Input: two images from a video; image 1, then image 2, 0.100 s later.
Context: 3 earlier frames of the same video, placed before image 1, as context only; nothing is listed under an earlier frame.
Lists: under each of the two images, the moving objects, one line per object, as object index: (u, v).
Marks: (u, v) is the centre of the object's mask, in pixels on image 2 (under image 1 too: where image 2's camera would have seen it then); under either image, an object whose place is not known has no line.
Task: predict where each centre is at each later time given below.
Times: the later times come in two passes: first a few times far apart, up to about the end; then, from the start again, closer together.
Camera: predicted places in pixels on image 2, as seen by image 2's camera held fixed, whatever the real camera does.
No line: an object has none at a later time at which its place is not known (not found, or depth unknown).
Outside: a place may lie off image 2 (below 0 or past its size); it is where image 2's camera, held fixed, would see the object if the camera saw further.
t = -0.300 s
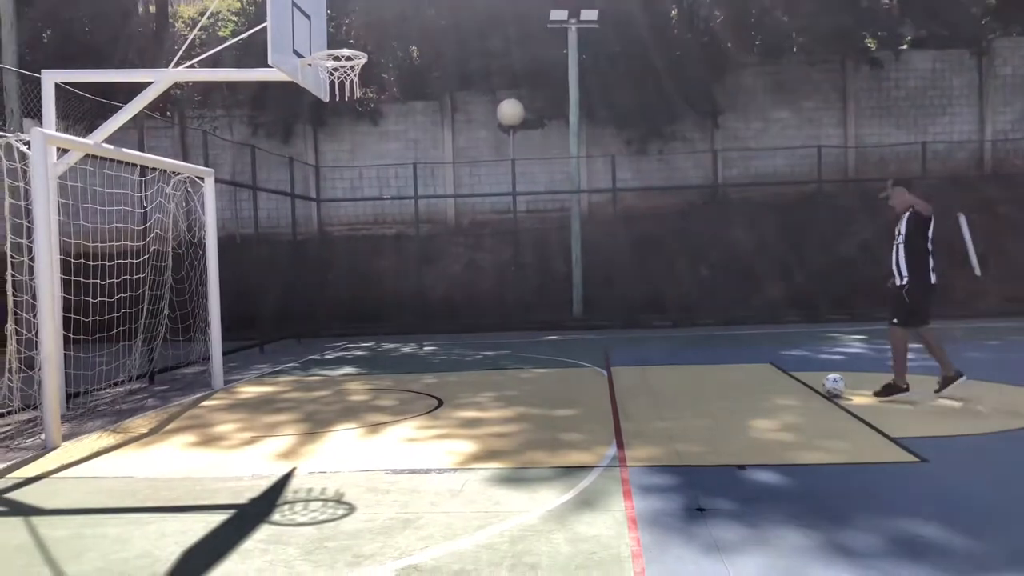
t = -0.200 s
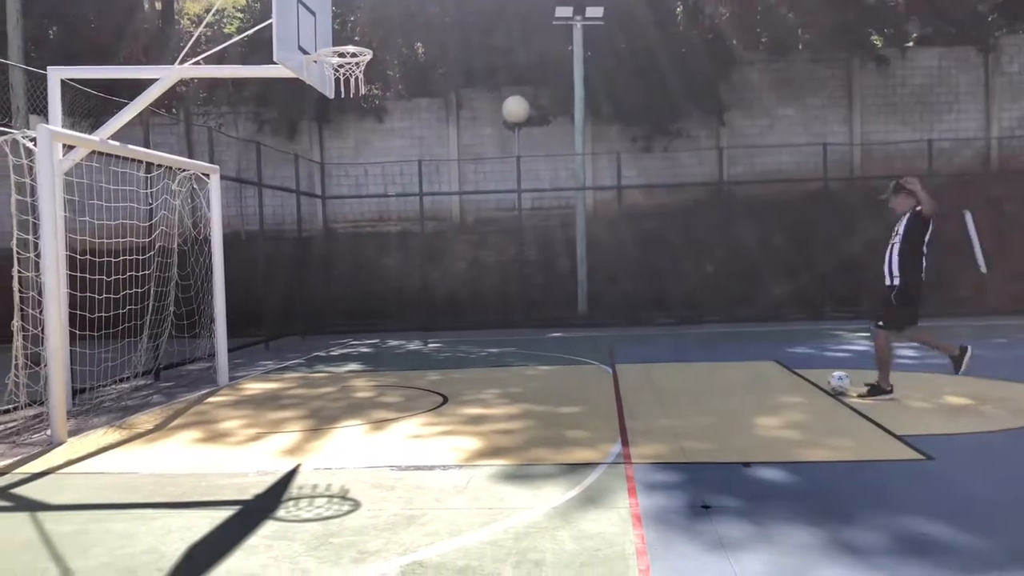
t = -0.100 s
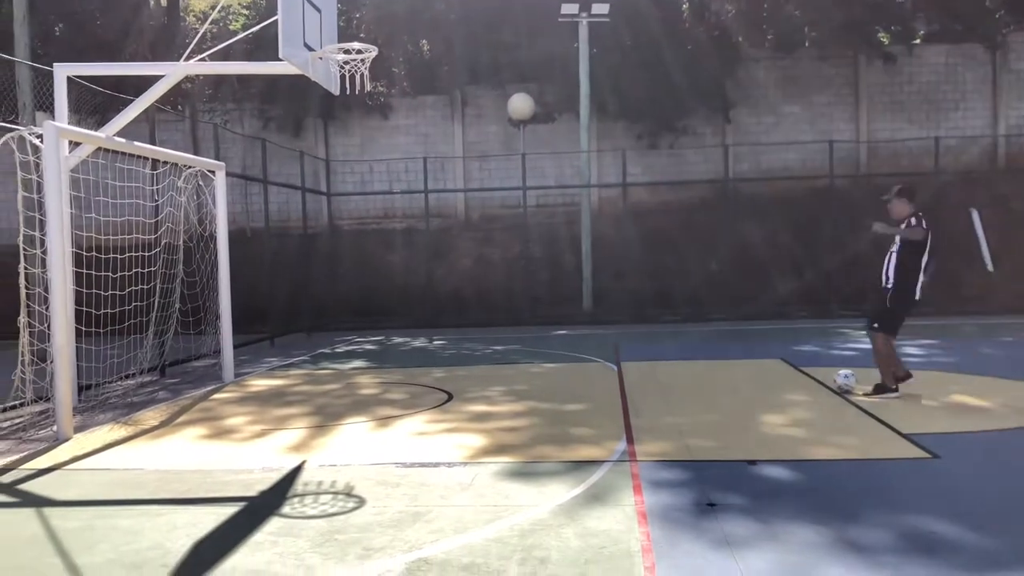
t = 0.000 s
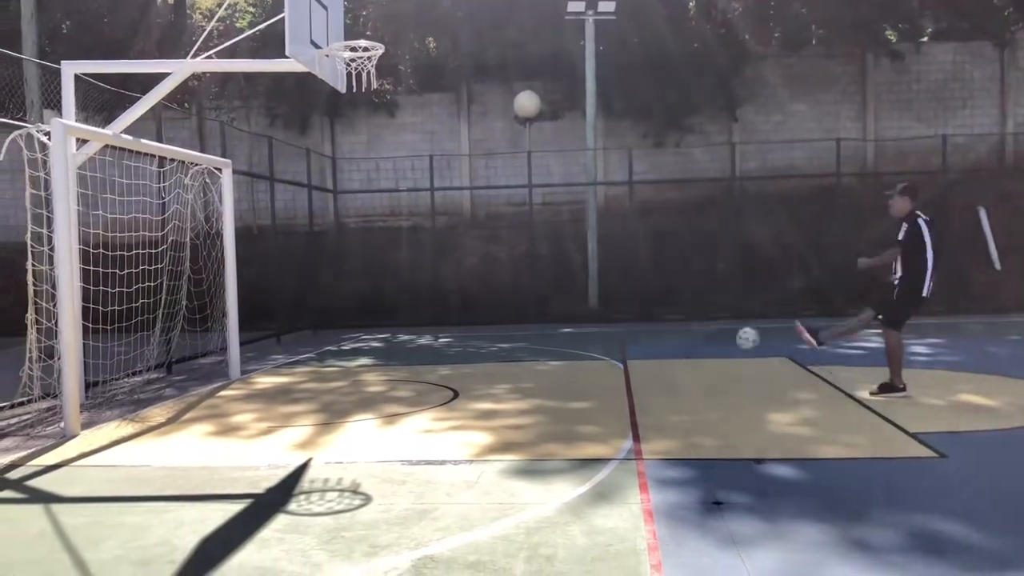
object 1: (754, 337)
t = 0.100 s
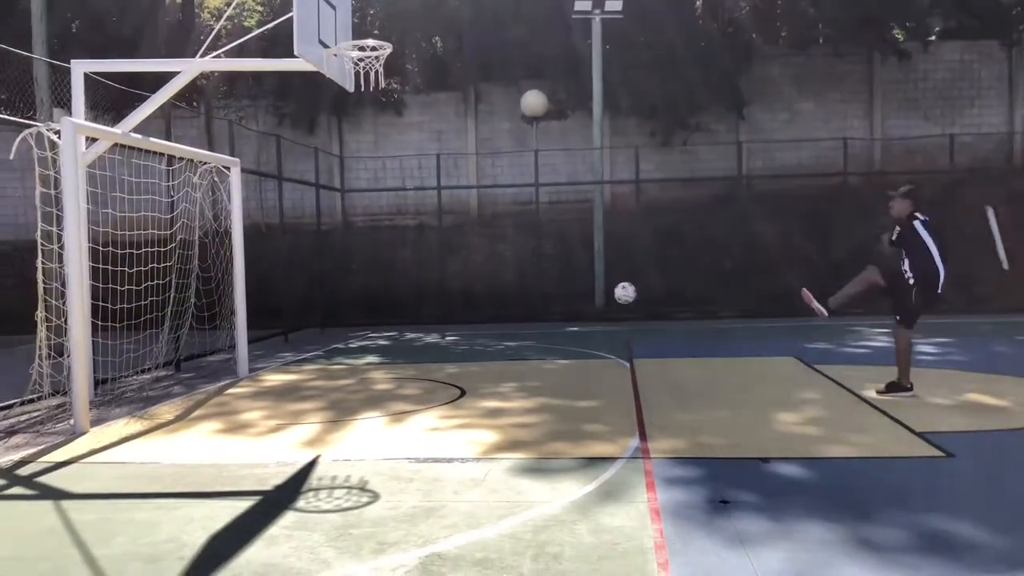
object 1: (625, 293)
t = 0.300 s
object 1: (394, 240)
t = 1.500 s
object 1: (231, 337)
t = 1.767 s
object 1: (227, 361)
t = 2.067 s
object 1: (225, 369)
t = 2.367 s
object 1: (222, 375)
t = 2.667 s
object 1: (215, 377)
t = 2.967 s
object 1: (211, 379)
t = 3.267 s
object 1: (206, 381)
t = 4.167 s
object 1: (219, 386)
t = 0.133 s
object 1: (584, 281)
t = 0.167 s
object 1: (545, 271)
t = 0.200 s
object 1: (506, 261)
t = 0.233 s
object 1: (468, 253)
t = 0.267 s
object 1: (430, 246)
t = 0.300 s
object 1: (394, 240)
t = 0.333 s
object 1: (358, 236)
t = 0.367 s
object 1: (322, 232)
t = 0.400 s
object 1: (286, 230)
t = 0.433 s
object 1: (252, 229)
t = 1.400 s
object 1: (217, 331)
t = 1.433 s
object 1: (222, 332)
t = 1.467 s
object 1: (227, 336)
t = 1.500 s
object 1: (231, 337)
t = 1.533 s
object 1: (231, 340)
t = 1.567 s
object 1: (230, 343)
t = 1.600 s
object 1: (229, 347)
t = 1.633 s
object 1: (229, 353)
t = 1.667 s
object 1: (229, 360)
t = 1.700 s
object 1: (227, 365)
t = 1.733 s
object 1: (228, 365)
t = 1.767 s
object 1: (227, 361)
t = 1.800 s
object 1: (227, 362)
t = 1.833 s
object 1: (226, 361)
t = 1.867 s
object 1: (226, 362)
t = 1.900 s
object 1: (226, 362)
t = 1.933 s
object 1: (226, 364)
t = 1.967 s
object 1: (225, 368)
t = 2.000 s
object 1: (224, 371)
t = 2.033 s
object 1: (225, 369)
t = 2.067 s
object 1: (225, 369)
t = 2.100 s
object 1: (226, 370)
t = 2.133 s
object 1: (225, 372)
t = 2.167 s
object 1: (224, 372)
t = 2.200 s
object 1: (224, 373)
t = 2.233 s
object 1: (223, 373)
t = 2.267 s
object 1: (223, 374)
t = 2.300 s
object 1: (223, 374)
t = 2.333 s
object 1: (222, 374)
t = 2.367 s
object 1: (222, 375)
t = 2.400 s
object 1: (221, 375)
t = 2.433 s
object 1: (220, 375)
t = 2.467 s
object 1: (219, 375)
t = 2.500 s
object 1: (218, 376)
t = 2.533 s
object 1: (219, 376)
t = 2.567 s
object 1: (217, 377)
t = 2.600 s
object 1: (216, 377)
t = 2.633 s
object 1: (215, 377)
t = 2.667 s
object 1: (215, 377)
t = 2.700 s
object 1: (214, 377)
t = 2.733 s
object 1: (214, 377)
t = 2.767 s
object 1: (212, 378)
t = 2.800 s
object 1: (212, 379)
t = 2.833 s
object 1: (212, 379)
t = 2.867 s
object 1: (212, 379)
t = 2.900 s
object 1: (211, 379)
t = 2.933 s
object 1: (210, 379)
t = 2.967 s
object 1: (211, 379)
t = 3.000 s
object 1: (210, 379)
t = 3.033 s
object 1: (209, 380)
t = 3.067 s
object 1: (209, 380)
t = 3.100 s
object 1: (207, 380)
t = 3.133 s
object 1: (207, 380)
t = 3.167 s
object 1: (207, 380)
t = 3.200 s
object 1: (206, 381)
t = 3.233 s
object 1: (206, 380)
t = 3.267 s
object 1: (206, 381)
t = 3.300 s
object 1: (206, 381)
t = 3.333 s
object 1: (206, 381)
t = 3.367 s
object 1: (205, 381)
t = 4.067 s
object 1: (217, 385)
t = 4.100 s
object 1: (218, 385)
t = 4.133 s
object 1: (218, 385)
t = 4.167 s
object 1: (219, 386)
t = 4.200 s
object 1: (220, 386)
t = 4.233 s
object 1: (222, 386)
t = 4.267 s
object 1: (222, 386)
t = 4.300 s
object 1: (222, 386)
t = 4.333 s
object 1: (224, 386)
